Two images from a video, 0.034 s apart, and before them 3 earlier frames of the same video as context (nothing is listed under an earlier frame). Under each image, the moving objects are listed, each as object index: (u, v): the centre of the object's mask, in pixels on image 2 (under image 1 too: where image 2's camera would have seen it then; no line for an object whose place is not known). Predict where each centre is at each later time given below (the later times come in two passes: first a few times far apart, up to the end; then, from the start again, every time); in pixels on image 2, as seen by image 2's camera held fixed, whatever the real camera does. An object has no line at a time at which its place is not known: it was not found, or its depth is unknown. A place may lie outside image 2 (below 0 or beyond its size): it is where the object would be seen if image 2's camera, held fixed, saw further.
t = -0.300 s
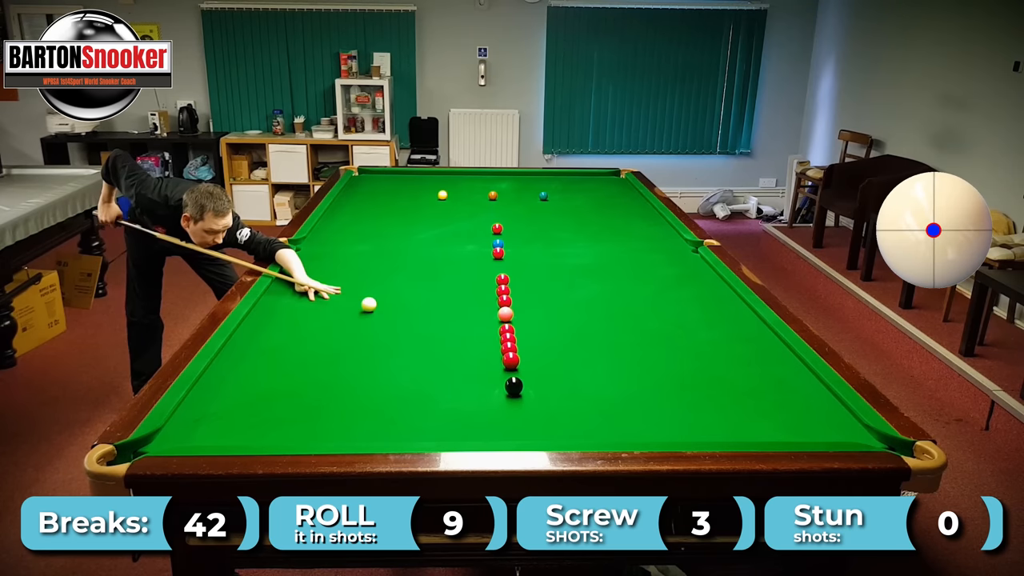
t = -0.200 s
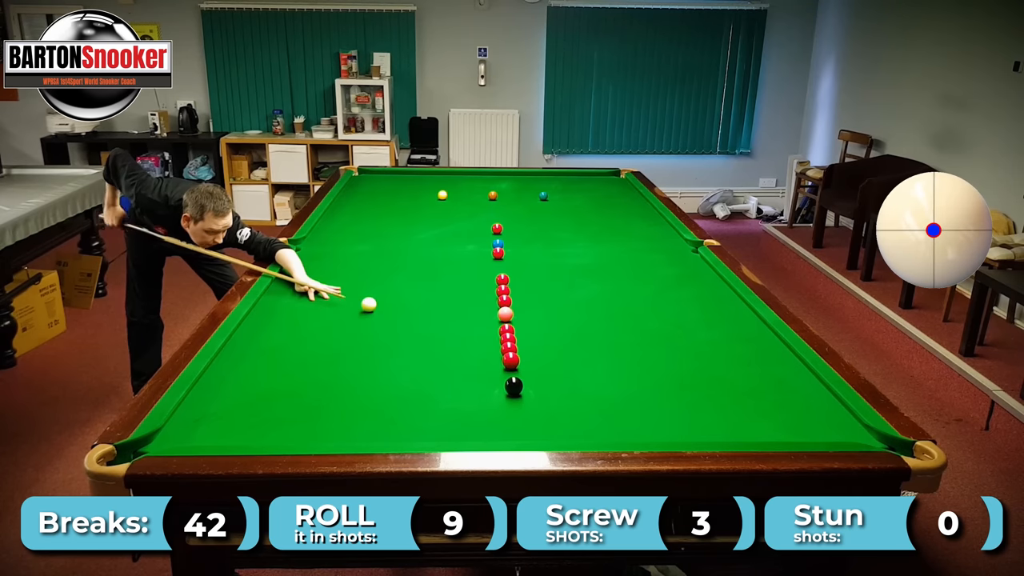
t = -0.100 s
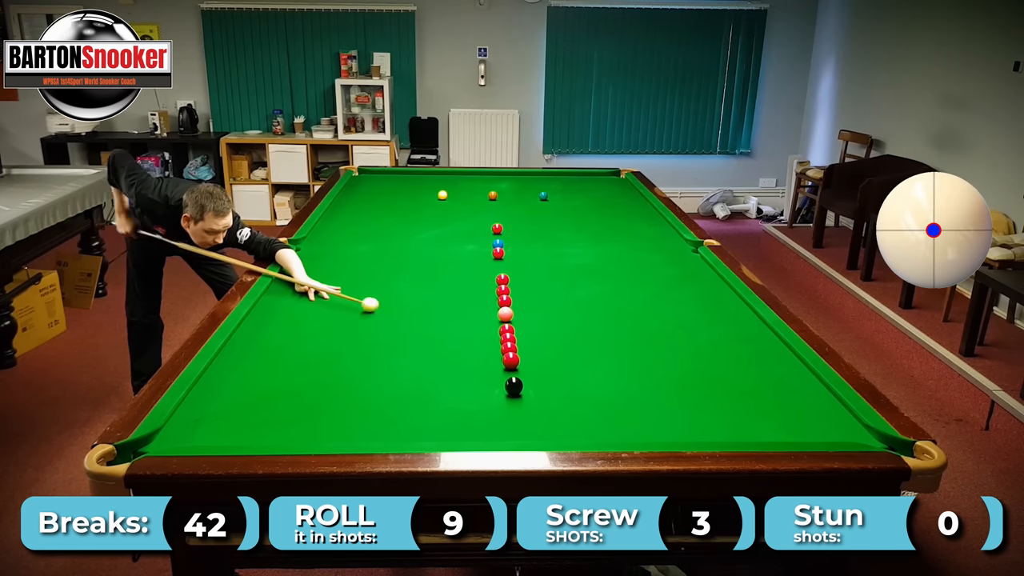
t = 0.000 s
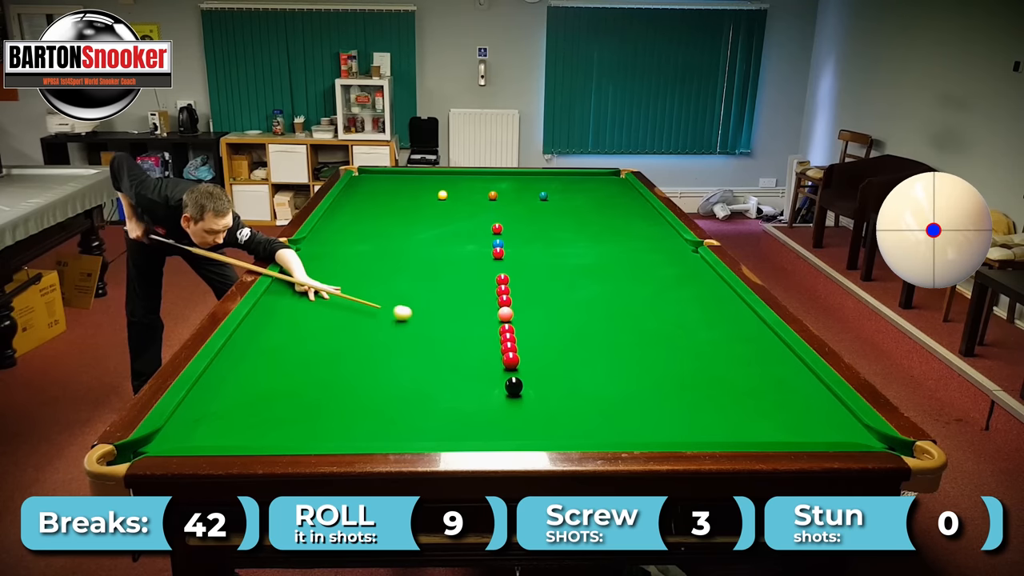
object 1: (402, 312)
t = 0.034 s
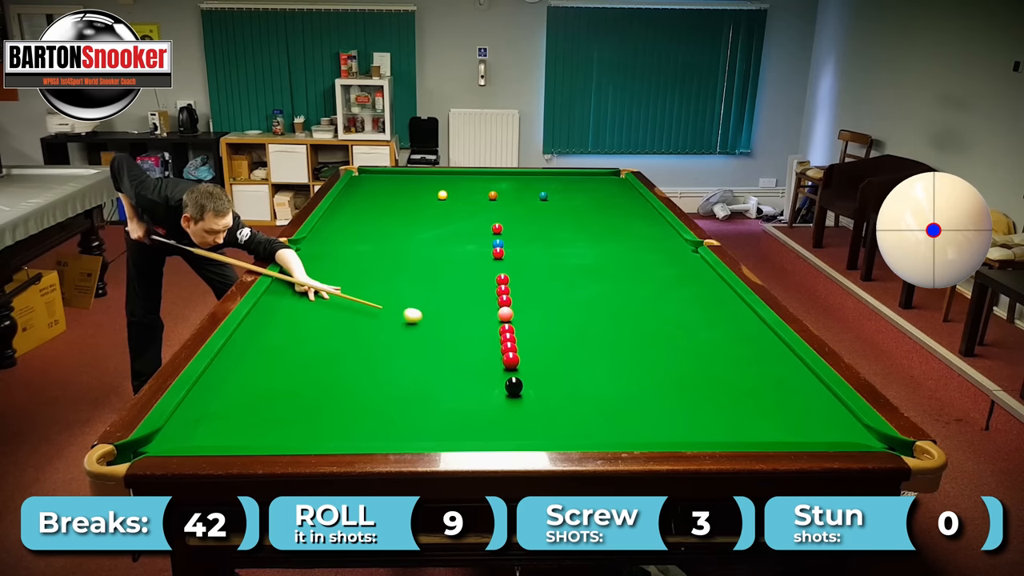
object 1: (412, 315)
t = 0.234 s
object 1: (469, 330)
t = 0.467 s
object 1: (502, 338)
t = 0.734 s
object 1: (524, 344)
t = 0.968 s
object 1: (541, 348)
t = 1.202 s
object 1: (557, 352)
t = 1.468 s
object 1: (575, 356)
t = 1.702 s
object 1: (588, 360)
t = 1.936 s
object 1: (601, 363)
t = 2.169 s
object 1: (611, 365)
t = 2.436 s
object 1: (621, 368)
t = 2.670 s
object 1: (628, 369)
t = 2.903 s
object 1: (634, 371)
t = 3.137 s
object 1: (637, 371)
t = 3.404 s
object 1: (638, 371)
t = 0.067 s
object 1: (422, 318)
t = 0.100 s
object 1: (431, 320)
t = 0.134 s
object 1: (441, 323)
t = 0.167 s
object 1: (450, 325)
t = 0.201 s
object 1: (459, 327)
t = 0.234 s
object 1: (469, 330)
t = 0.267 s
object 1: (479, 332)
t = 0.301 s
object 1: (488, 335)
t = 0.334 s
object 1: (494, 337)
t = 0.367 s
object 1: (495, 337)
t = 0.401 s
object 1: (497, 337)
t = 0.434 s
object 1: (499, 338)
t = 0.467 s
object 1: (502, 338)
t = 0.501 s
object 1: (504, 338)
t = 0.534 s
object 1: (507, 338)
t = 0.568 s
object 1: (510, 338)
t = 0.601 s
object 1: (513, 339)
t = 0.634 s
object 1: (517, 341)
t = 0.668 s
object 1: (519, 342)
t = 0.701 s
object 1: (521, 343)
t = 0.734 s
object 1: (524, 344)
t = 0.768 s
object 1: (526, 345)
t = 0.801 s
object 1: (529, 345)
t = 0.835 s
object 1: (531, 346)
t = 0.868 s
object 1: (534, 346)
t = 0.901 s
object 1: (536, 347)
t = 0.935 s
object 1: (539, 348)
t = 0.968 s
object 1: (541, 348)
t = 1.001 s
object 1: (543, 349)
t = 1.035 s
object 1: (546, 349)
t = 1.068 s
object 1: (548, 350)
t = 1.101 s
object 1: (551, 350)
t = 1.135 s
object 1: (553, 351)
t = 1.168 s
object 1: (555, 352)
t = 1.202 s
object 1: (557, 352)
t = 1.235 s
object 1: (560, 352)
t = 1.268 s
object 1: (562, 353)
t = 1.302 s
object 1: (564, 354)
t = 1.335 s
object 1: (566, 354)
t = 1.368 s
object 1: (568, 355)
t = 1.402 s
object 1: (571, 355)
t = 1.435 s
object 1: (573, 356)
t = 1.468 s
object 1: (575, 356)
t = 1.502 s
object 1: (577, 357)
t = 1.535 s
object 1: (579, 357)
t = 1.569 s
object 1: (581, 358)
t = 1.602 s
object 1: (583, 358)
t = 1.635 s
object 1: (585, 359)
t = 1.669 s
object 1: (587, 359)
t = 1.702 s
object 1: (588, 360)
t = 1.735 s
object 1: (590, 360)
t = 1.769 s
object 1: (592, 360)
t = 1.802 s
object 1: (594, 361)
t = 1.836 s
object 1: (596, 361)
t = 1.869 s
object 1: (597, 362)
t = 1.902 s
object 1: (599, 362)
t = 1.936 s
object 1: (601, 363)
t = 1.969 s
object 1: (602, 363)
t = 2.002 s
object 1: (604, 363)
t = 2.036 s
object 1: (605, 364)
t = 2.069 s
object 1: (607, 364)
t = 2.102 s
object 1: (608, 364)
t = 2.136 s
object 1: (610, 365)
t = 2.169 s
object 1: (611, 365)
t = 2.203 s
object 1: (613, 366)
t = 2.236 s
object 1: (614, 366)
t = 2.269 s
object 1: (615, 366)
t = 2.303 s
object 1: (617, 367)
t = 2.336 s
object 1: (618, 367)
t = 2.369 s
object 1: (619, 367)
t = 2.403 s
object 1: (620, 367)
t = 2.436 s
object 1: (621, 368)
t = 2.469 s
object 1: (622, 368)
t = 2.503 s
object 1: (623, 368)
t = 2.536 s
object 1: (624, 368)
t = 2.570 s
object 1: (625, 368)
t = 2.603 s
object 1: (626, 369)
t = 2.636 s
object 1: (627, 369)
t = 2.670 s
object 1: (628, 369)
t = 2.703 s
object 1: (629, 370)
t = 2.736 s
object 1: (630, 370)
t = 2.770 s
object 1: (631, 370)
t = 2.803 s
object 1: (632, 370)
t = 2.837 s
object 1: (632, 370)
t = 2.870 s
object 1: (633, 371)
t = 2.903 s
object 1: (634, 371)
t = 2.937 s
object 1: (634, 371)
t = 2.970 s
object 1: (635, 371)
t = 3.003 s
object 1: (635, 371)
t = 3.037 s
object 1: (636, 371)
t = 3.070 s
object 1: (637, 371)
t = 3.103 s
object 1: (637, 371)
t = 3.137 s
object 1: (637, 371)
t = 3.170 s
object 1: (638, 371)
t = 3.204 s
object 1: (638, 371)
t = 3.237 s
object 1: (638, 371)
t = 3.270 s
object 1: (638, 371)
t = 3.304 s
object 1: (638, 371)
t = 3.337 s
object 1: (638, 371)
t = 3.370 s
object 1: (638, 371)
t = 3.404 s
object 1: (638, 371)
